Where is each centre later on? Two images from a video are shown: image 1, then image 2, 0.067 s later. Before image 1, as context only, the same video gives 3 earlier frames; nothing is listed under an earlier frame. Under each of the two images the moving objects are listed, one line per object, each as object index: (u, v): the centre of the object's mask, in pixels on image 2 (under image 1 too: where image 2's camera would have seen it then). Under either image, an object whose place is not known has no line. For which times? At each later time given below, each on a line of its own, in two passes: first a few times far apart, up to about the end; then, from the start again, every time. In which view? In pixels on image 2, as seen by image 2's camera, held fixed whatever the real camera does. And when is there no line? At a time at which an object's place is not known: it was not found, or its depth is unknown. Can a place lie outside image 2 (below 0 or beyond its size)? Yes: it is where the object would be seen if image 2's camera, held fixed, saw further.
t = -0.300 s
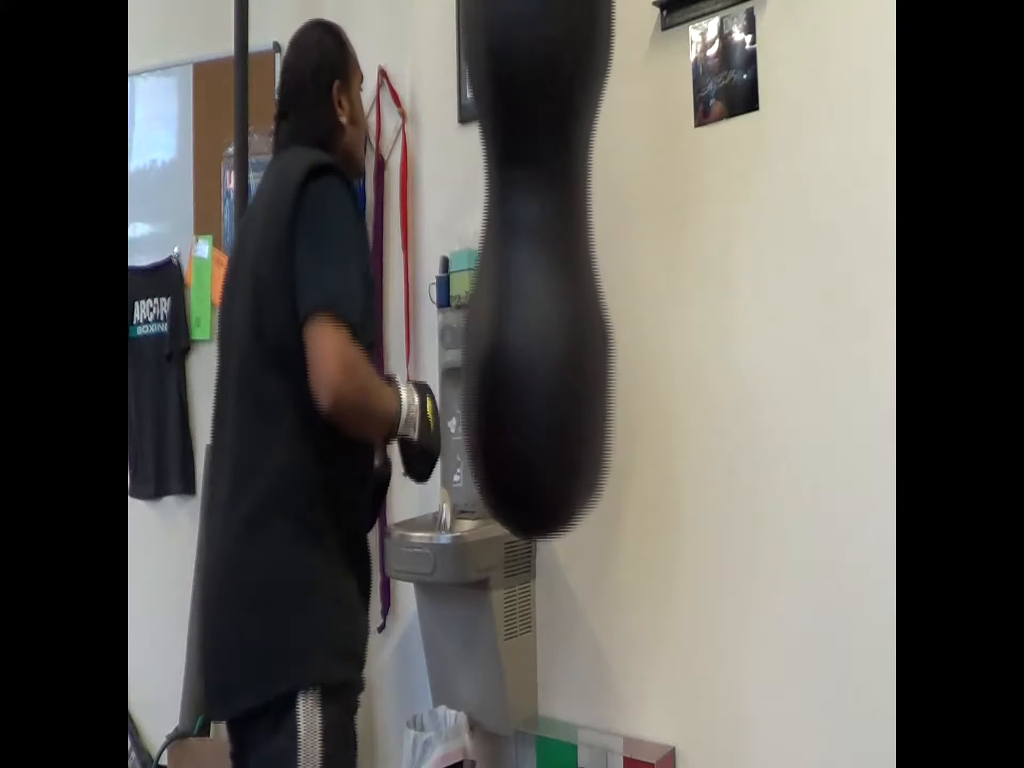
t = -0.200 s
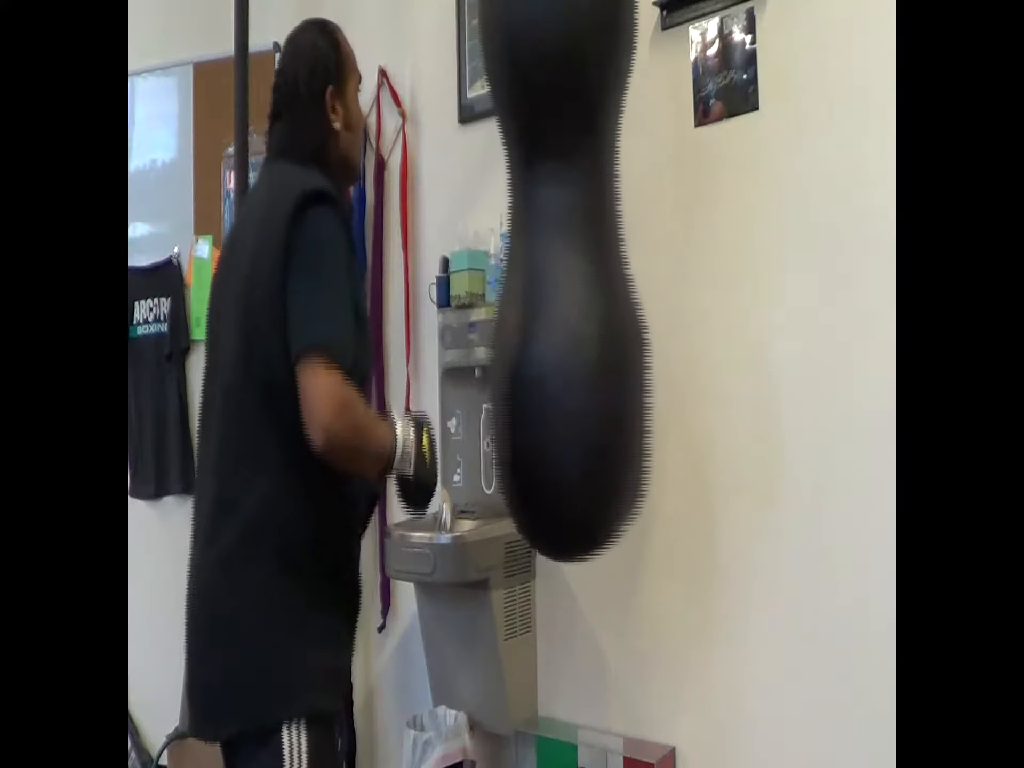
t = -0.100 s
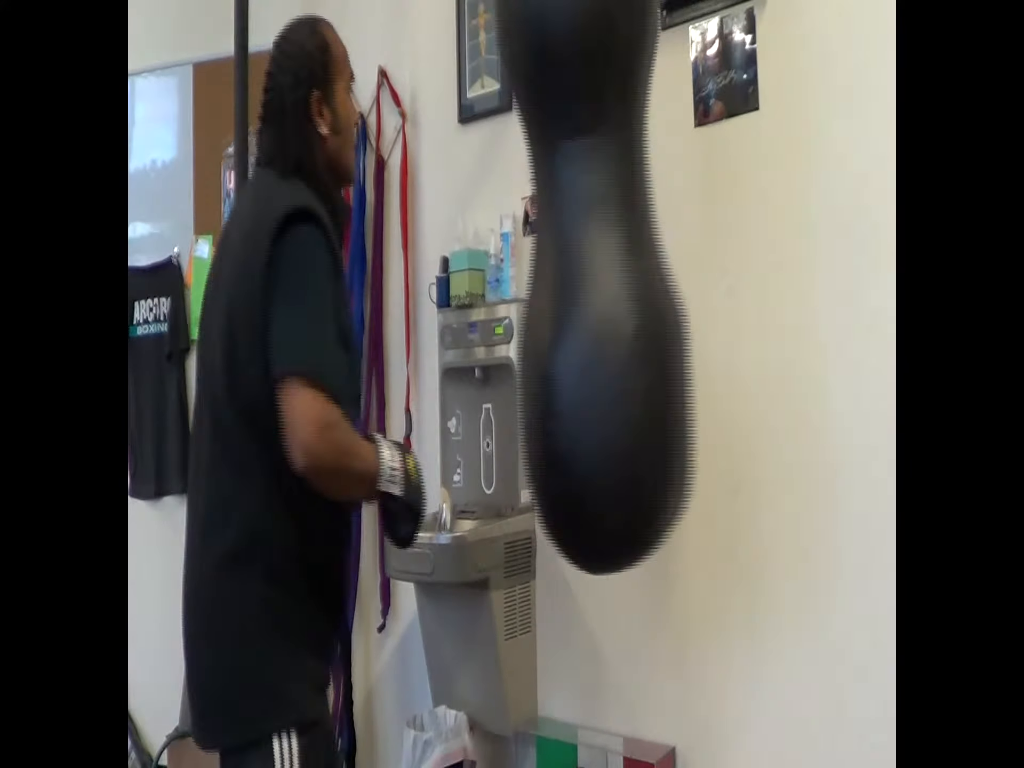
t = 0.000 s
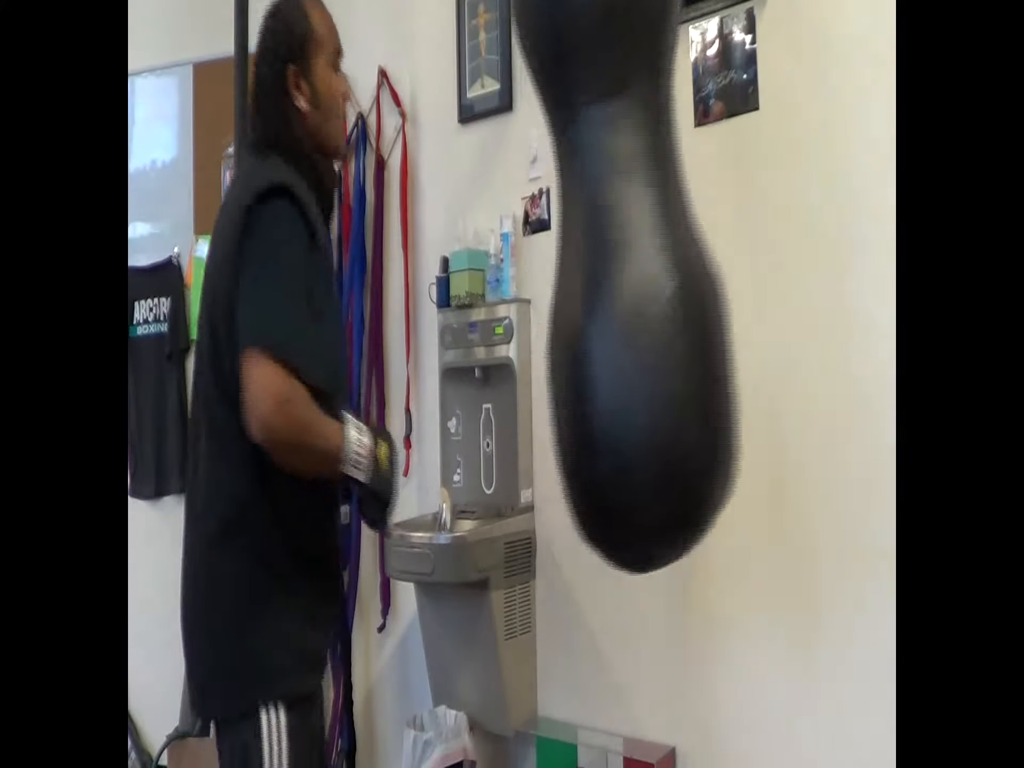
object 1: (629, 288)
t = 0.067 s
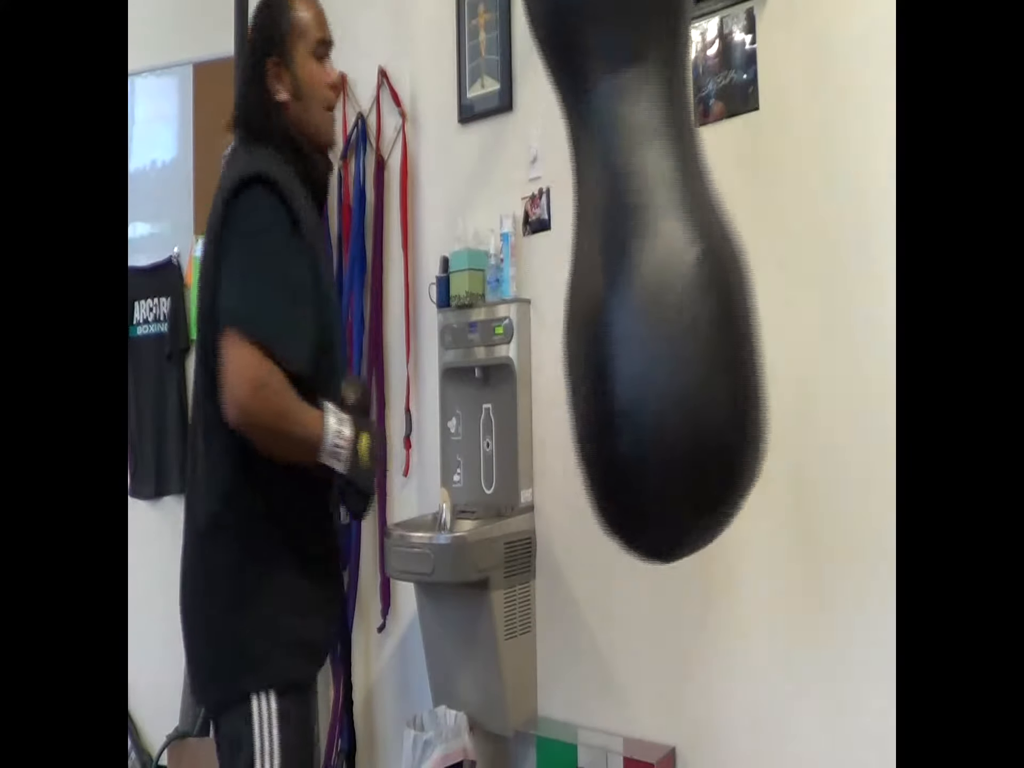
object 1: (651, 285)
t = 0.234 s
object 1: (694, 262)
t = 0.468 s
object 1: (697, 246)
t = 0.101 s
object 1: (661, 282)
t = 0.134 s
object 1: (670, 278)
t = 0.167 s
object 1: (679, 273)
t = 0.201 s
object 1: (687, 267)
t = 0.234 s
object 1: (694, 262)
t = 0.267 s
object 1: (699, 256)
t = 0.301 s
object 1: (702, 251)
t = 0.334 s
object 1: (705, 248)
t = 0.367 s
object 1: (705, 245)
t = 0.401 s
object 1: (705, 245)
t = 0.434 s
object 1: (702, 244)
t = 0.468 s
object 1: (697, 246)
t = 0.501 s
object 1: (691, 248)
